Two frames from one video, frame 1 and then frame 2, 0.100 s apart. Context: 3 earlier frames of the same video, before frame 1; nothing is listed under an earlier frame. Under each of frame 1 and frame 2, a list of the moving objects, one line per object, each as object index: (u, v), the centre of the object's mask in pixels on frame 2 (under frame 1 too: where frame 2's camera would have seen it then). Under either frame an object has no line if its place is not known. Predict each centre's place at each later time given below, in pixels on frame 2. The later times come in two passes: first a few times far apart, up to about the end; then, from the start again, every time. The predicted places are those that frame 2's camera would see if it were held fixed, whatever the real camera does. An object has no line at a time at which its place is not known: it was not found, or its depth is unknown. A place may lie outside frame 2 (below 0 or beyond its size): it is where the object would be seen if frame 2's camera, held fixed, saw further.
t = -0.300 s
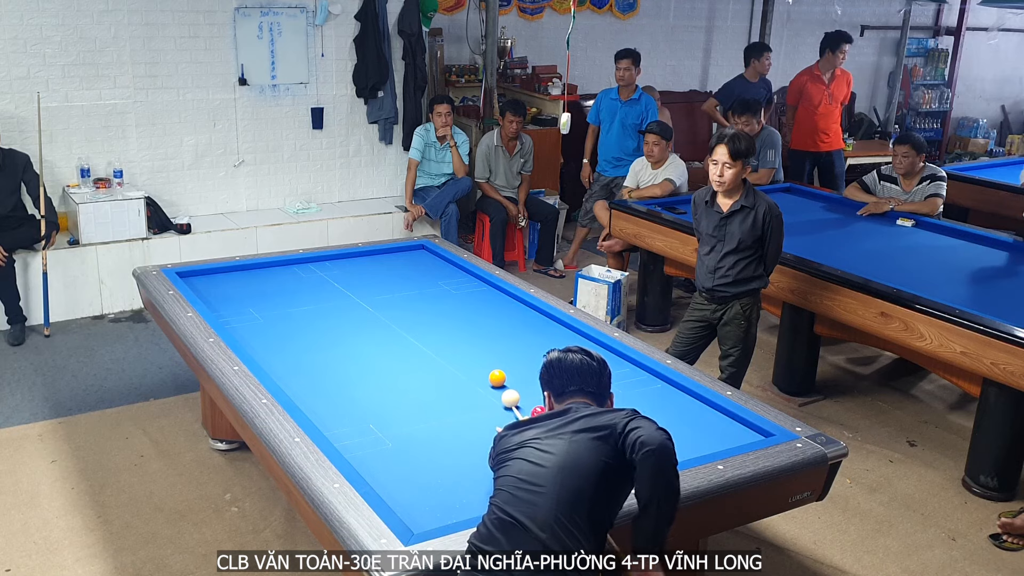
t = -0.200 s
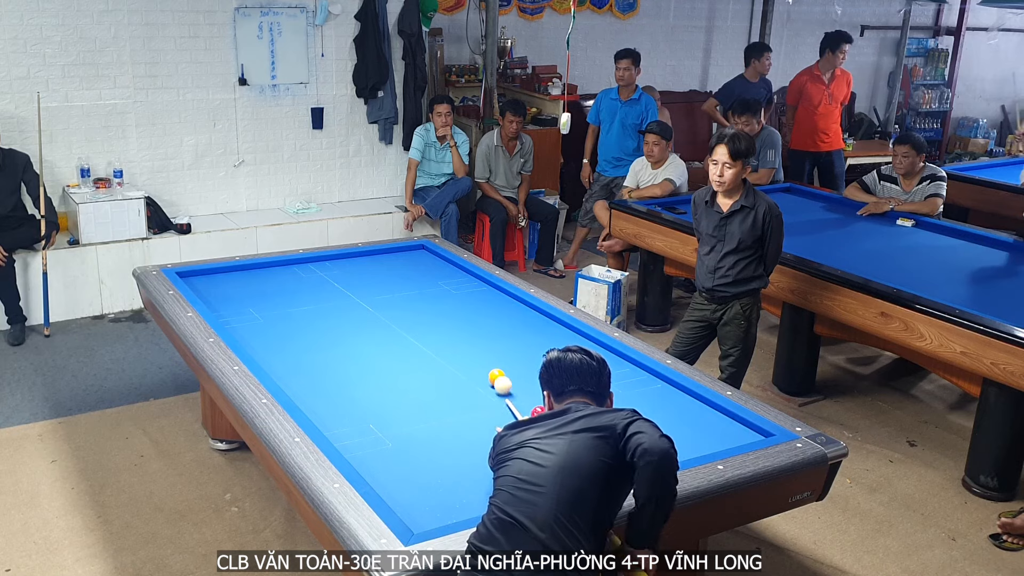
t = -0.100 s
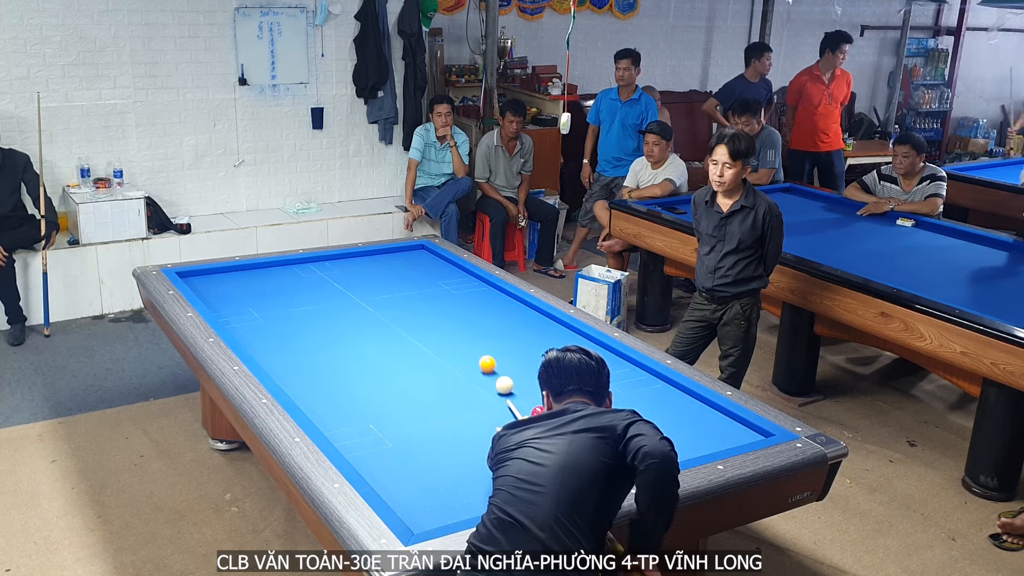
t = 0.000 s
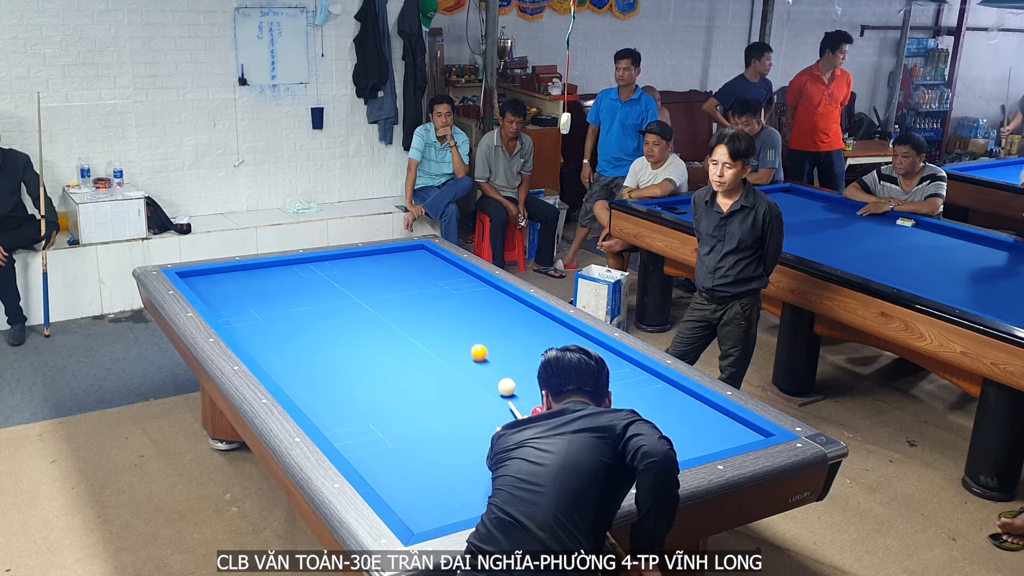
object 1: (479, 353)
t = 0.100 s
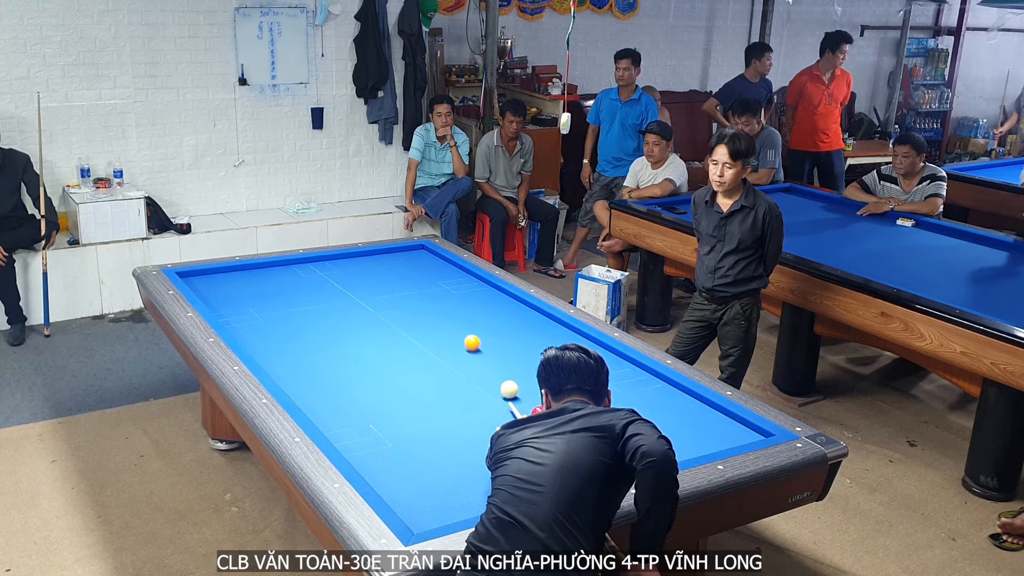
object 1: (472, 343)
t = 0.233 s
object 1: (464, 331)
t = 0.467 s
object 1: (450, 312)
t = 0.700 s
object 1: (437, 295)
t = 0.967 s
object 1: (425, 278)
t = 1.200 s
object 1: (415, 264)
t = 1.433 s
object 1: (406, 252)
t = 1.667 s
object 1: (419, 254)
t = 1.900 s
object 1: (437, 259)
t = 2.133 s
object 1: (451, 265)
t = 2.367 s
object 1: (458, 271)
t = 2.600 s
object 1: (464, 277)
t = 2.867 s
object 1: (472, 284)
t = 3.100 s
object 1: (479, 291)
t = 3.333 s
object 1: (486, 298)
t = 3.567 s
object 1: (494, 304)
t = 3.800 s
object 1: (501, 311)
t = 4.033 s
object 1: (508, 317)
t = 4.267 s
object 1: (515, 324)
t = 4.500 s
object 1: (522, 330)
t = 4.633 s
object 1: (526, 334)
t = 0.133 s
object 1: (470, 340)
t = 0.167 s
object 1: (468, 337)
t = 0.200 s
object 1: (466, 334)
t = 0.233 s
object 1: (464, 331)
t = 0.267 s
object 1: (461, 328)
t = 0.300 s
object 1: (459, 325)
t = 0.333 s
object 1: (457, 323)
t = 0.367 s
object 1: (455, 320)
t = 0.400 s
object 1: (453, 317)
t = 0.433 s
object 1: (451, 315)
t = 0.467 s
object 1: (450, 312)
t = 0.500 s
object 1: (448, 309)
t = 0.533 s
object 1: (446, 307)
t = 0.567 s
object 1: (444, 304)
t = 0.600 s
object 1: (442, 302)
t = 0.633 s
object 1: (441, 300)
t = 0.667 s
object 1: (439, 297)
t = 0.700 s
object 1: (437, 295)
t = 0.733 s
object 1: (436, 293)
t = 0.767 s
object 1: (434, 291)
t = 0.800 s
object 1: (433, 288)
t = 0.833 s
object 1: (431, 286)
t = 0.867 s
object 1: (430, 284)
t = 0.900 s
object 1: (428, 282)
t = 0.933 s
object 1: (426, 280)
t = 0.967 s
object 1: (425, 278)
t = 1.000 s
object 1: (423, 276)
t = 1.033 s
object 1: (422, 274)
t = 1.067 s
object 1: (421, 272)
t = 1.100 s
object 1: (419, 270)
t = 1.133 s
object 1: (418, 268)
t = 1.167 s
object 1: (416, 266)
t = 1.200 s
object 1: (415, 264)
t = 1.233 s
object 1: (414, 262)
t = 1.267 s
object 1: (412, 260)
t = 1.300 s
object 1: (411, 258)
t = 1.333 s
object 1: (410, 257)
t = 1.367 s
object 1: (409, 255)
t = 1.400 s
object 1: (407, 253)
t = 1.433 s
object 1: (406, 252)
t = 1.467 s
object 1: (405, 250)
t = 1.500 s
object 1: (404, 249)
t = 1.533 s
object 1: (407, 249)
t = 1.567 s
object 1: (410, 251)
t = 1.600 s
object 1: (414, 252)
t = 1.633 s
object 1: (416, 253)
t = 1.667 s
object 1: (419, 254)
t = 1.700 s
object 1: (422, 255)
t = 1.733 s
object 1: (424, 255)
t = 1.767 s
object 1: (427, 256)
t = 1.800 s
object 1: (429, 257)
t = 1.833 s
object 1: (432, 258)
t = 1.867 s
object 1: (435, 258)
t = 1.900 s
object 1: (437, 259)
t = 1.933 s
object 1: (439, 260)
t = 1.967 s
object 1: (442, 261)
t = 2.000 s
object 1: (445, 261)
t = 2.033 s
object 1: (447, 262)
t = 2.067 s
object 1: (449, 263)
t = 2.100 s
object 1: (450, 264)
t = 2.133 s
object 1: (451, 265)
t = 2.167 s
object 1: (452, 266)
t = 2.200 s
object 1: (453, 267)
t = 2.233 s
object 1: (454, 267)
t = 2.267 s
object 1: (455, 268)
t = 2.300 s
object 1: (456, 269)
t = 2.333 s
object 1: (457, 270)
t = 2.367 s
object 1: (458, 271)
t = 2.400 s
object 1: (459, 272)
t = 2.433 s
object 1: (459, 273)
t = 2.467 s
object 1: (460, 274)
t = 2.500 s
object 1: (462, 275)
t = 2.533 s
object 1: (462, 275)
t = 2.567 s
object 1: (463, 276)
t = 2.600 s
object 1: (464, 277)
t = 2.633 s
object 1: (465, 278)
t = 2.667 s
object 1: (466, 279)
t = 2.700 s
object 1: (467, 280)
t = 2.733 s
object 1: (468, 281)
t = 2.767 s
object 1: (469, 282)
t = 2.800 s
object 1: (470, 283)
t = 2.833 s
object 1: (471, 284)
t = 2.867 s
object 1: (472, 284)
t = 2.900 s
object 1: (473, 285)
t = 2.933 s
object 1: (474, 286)
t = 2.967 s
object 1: (475, 287)
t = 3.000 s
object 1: (476, 288)
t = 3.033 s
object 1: (477, 289)
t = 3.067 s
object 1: (478, 290)
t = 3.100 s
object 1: (479, 291)
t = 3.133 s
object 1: (480, 292)
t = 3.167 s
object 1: (481, 293)
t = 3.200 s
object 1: (482, 294)
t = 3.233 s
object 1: (483, 295)
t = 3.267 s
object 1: (484, 296)
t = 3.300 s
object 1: (485, 297)
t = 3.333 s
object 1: (486, 298)
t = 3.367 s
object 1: (488, 298)
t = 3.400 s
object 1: (489, 299)
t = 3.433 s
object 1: (490, 300)
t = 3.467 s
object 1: (490, 301)
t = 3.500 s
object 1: (492, 302)
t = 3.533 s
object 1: (493, 303)
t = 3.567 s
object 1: (494, 304)
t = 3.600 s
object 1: (495, 305)
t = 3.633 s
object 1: (496, 306)
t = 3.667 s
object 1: (497, 307)
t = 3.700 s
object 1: (498, 308)
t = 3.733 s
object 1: (499, 309)
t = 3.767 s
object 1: (500, 310)
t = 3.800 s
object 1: (501, 311)
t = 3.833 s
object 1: (502, 311)
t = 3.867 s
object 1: (503, 312)
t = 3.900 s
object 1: (504, 313)
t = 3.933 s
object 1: (505, 314)
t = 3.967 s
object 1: (506, 315)
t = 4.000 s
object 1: (507, 316)
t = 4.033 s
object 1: (508, 317)
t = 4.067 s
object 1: (509, 318)
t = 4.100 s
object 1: (510, 319)
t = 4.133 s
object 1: (511, 320)
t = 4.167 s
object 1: (512, 321)
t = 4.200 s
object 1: (513, 322)
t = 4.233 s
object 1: (514, 323)
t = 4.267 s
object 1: (515, 324)
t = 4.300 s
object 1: (516, 325)
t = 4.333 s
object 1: (517, 326)
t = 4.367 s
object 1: (519, 327)
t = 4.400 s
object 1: (519, 327)
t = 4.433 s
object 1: (520, 329)
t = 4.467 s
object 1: (521, 329)
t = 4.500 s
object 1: (522, 330)
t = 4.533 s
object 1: (523, 331)
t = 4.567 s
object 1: (524, 332)
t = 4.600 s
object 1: (525, 333)
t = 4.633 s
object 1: (526, 334)
